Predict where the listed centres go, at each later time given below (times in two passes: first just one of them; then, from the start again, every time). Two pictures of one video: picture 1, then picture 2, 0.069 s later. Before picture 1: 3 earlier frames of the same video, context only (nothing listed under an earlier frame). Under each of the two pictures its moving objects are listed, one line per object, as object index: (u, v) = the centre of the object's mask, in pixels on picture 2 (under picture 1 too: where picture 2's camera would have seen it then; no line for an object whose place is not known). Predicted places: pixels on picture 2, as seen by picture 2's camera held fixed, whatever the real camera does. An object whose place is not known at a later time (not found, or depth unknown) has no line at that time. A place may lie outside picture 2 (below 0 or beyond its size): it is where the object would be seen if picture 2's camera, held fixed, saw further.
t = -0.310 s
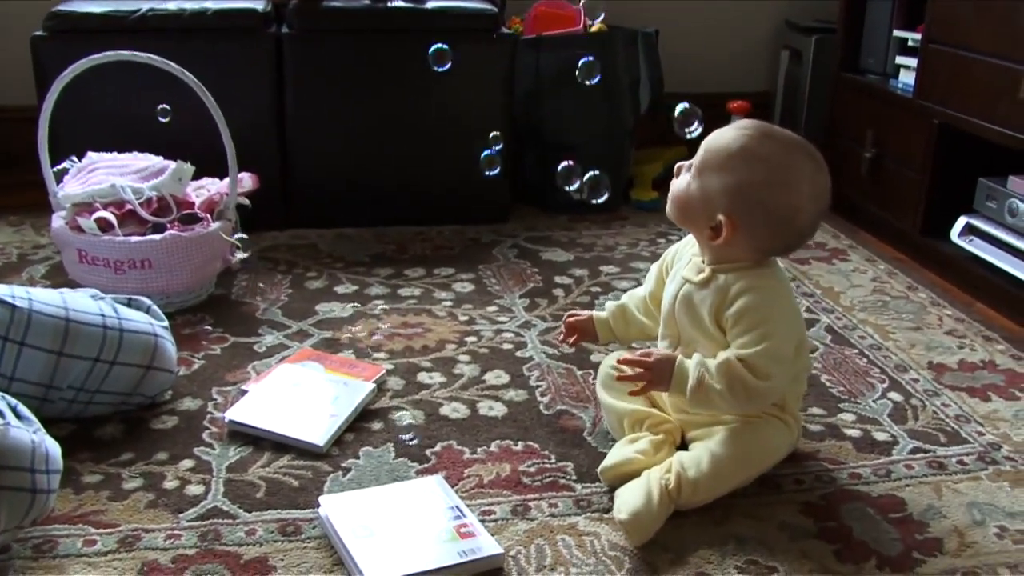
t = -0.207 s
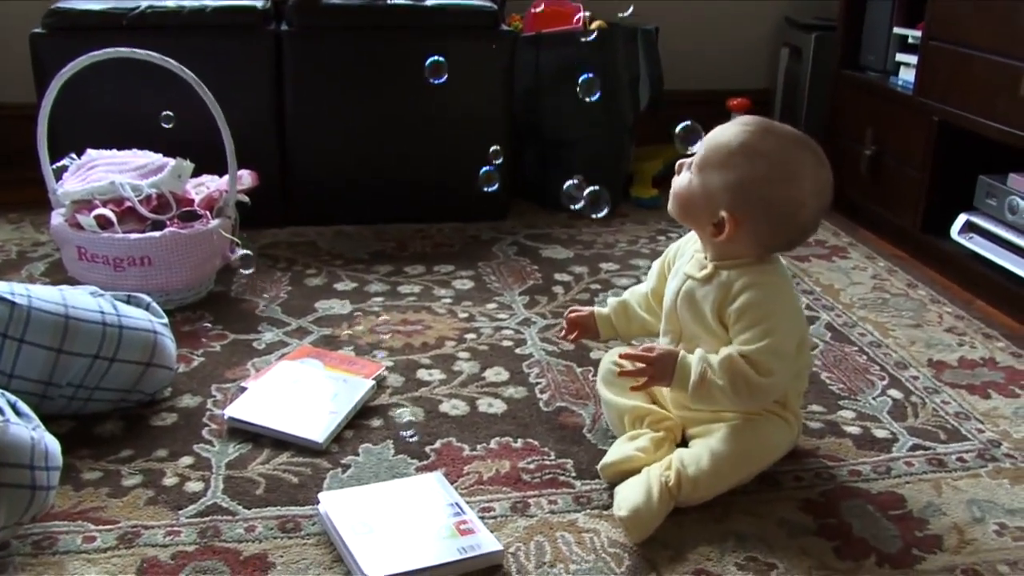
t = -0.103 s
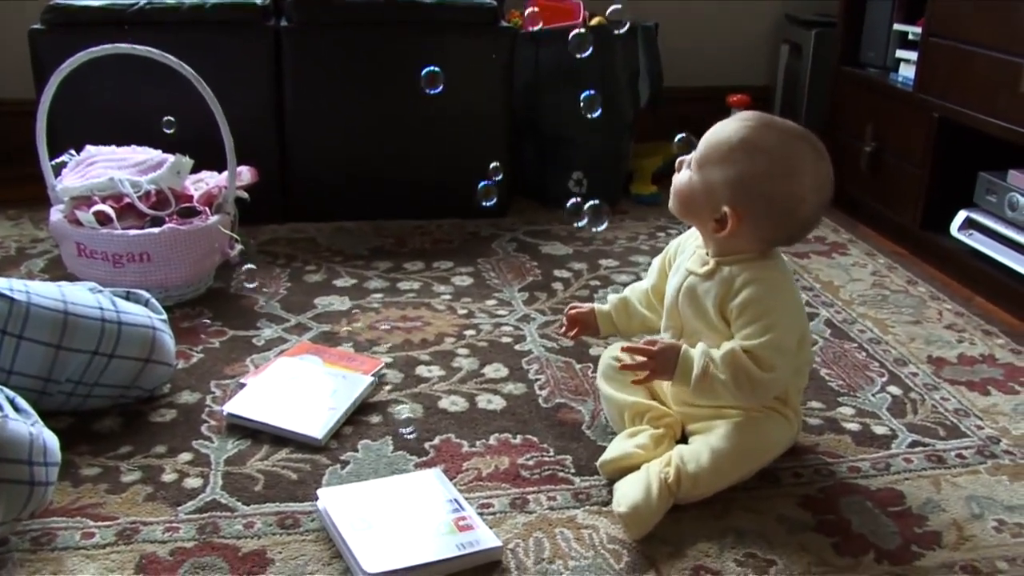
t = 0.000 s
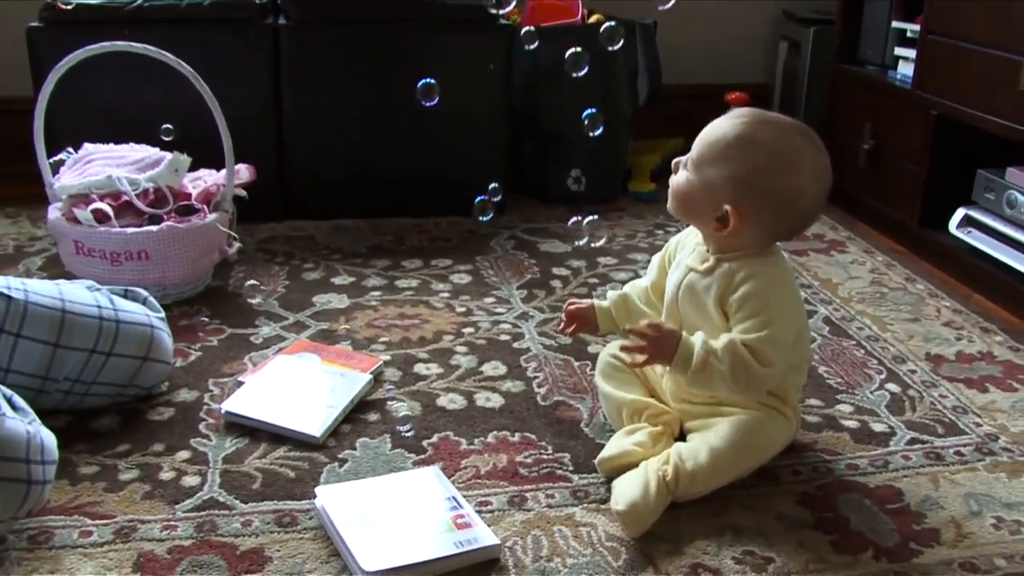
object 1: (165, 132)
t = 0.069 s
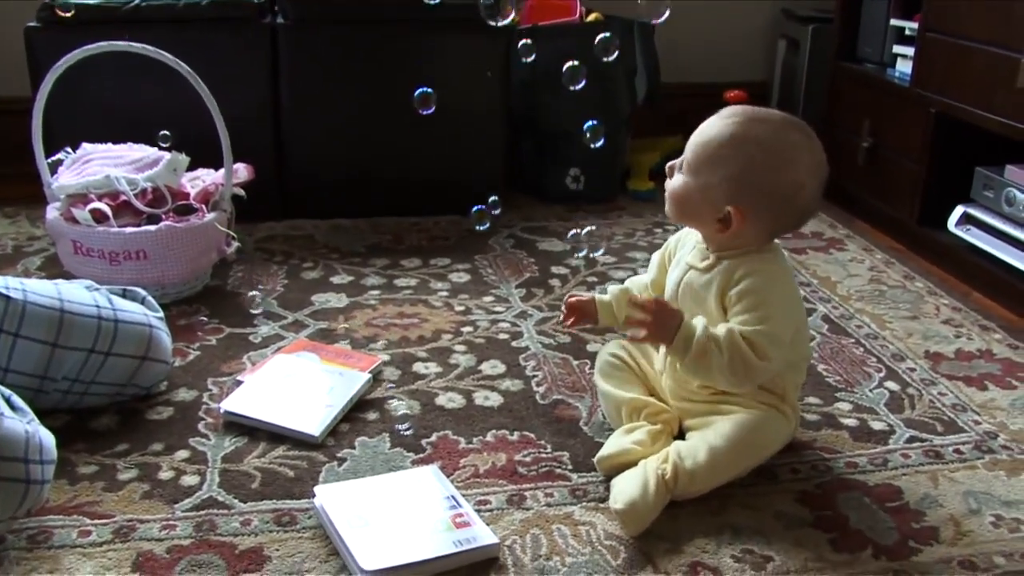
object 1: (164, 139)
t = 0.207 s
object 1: (162, 147)
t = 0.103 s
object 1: (164, 142)
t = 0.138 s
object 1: (164, 144)
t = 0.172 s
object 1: (164, 146)
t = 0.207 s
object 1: (162, 147)
